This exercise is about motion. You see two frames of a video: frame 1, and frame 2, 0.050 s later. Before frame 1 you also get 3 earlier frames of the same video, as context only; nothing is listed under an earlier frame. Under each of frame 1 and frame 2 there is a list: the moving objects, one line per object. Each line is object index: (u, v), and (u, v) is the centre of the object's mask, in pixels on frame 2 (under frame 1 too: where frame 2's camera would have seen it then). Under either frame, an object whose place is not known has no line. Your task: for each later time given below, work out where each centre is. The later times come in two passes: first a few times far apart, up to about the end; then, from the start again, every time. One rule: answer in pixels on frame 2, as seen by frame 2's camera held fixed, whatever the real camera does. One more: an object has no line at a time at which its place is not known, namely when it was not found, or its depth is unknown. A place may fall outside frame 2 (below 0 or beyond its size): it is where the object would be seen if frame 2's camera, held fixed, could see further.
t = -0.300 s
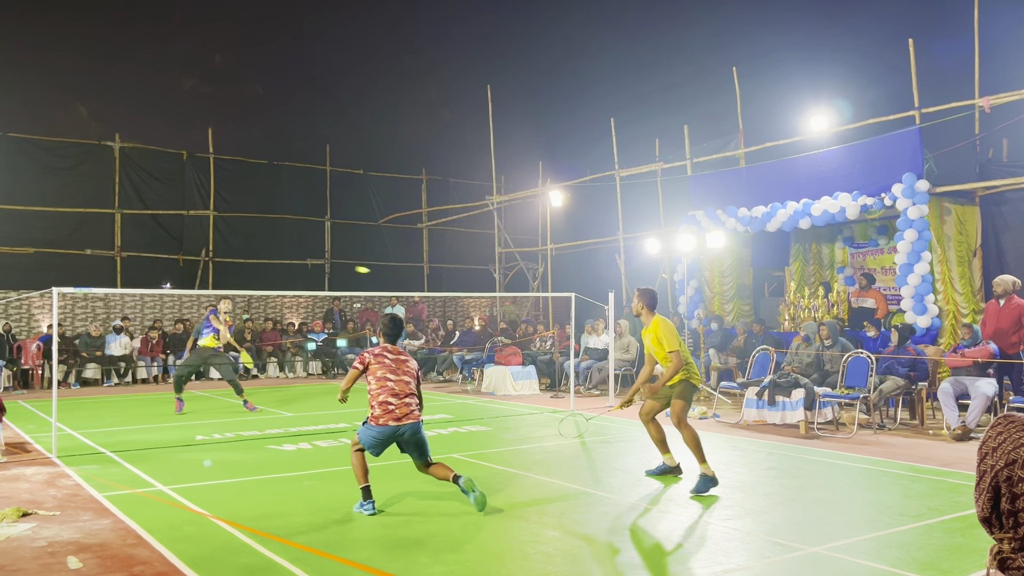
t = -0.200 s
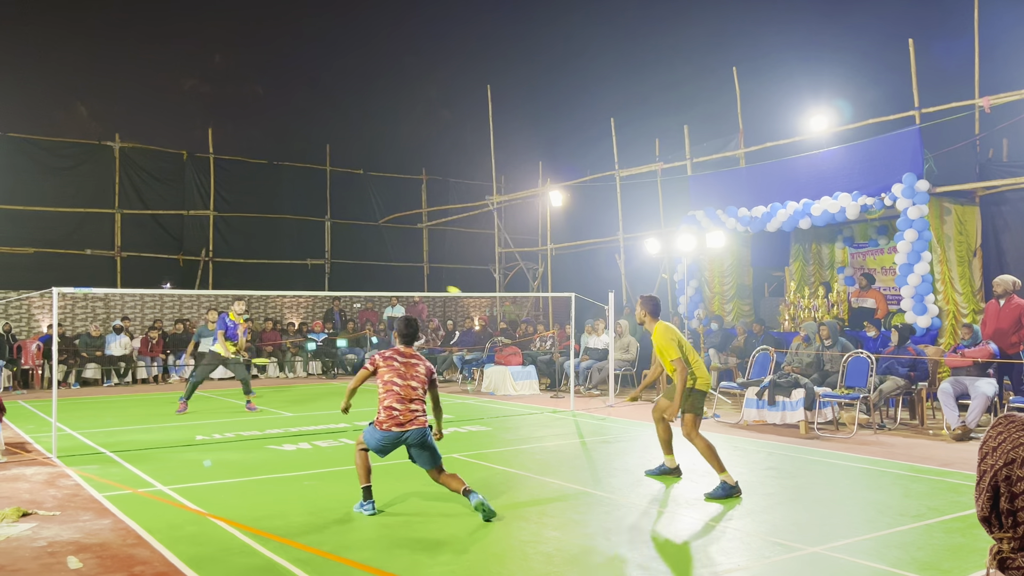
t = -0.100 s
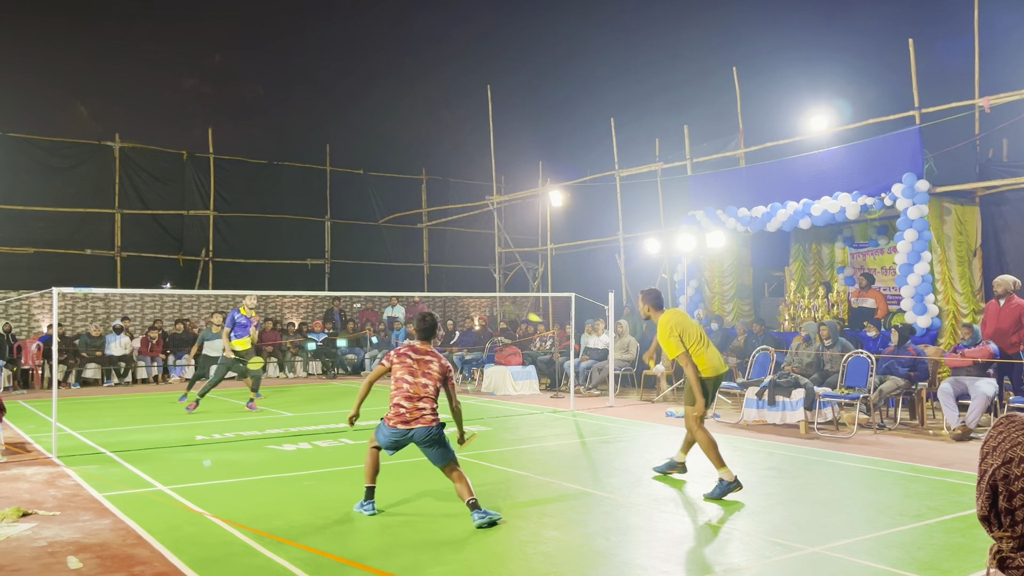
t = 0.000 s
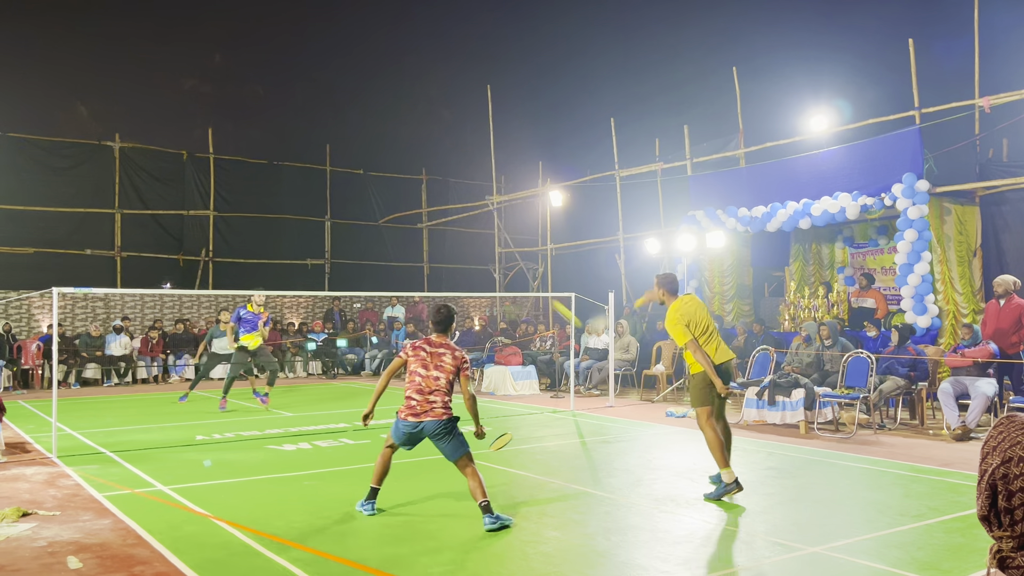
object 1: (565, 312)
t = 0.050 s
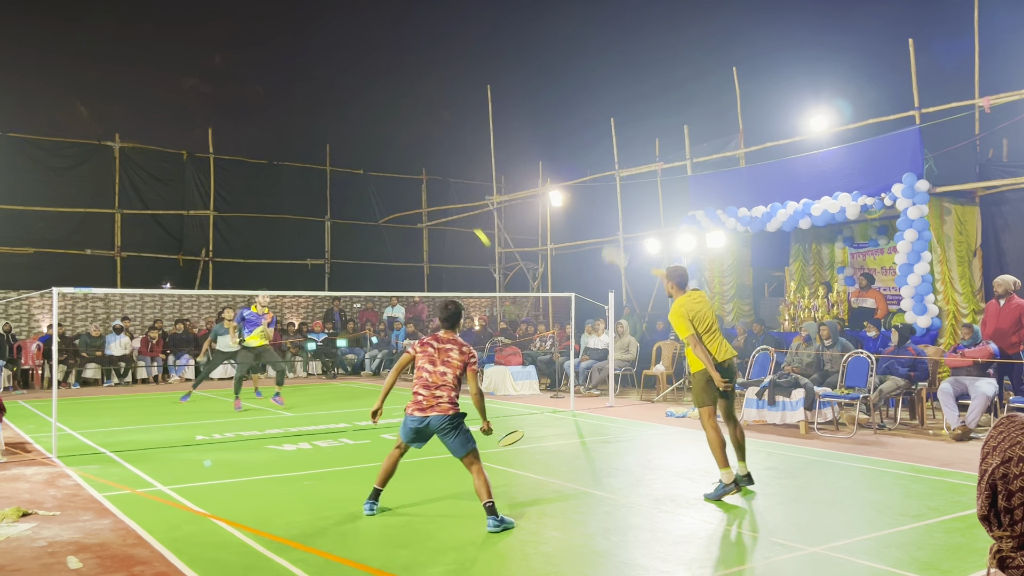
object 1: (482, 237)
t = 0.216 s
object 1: (365, 130)
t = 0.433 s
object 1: (306, 95)
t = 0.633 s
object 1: (276, 98)
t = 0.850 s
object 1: (255, 126)
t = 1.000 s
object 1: (246, 156)
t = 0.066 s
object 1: (464, 218)
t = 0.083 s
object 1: (446, 204)
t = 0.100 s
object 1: (432, 190)
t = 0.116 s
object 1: (420, 178)
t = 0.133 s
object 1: (408, 167)
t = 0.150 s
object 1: (398, 158)
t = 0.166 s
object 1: (389, 150)
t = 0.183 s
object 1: (381, 142)
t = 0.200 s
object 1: (373, 136)
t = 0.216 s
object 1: (365, 130)
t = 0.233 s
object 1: (359, 125)
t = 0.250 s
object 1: (353, 120)
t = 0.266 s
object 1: (347, 116)
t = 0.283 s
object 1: (342, 112)
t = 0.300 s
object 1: (336, 109)
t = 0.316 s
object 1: (332, 107)
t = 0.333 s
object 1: (328, 104)
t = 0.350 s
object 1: (323, 102)
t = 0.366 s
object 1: (320, 100)
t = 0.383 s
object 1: (316, 98)
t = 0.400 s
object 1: (312, 97)
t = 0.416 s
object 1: (309, 96)
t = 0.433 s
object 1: (306, 95)
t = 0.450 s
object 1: (302, 94)
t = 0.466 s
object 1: (299, 94)
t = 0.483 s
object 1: (297, 93)
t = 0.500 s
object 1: (294, 93)
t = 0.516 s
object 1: (291, 93)
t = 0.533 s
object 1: (289, 94)
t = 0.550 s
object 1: (286, 94)
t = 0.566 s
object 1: (284, 95)
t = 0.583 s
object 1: (282, 96)
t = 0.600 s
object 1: (280, 96)
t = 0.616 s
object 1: (277, 98)
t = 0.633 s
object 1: (276, 98)
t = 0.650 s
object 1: (274, 100)
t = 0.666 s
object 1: (272, 102)
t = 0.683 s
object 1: (270, 103)
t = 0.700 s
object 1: (268, 105)
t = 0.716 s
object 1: (266, 107)
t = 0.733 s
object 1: (265, 109)
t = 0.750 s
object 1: (263, 111)
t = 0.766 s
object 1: (262, 113)
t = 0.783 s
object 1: (260, 116)
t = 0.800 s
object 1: (259, 118)
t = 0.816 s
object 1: (257, 121)
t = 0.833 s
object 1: (256, 124)
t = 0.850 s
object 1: (255, 126)
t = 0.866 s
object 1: (254, 129)
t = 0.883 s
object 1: (252, 132)
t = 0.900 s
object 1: (251, 136)
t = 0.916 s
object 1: (250, 139)
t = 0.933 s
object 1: (249, 142)
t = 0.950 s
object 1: (248, 145)
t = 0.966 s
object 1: (247, 149)
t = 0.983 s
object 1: (246, 152)
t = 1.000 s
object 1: (246, 156)
